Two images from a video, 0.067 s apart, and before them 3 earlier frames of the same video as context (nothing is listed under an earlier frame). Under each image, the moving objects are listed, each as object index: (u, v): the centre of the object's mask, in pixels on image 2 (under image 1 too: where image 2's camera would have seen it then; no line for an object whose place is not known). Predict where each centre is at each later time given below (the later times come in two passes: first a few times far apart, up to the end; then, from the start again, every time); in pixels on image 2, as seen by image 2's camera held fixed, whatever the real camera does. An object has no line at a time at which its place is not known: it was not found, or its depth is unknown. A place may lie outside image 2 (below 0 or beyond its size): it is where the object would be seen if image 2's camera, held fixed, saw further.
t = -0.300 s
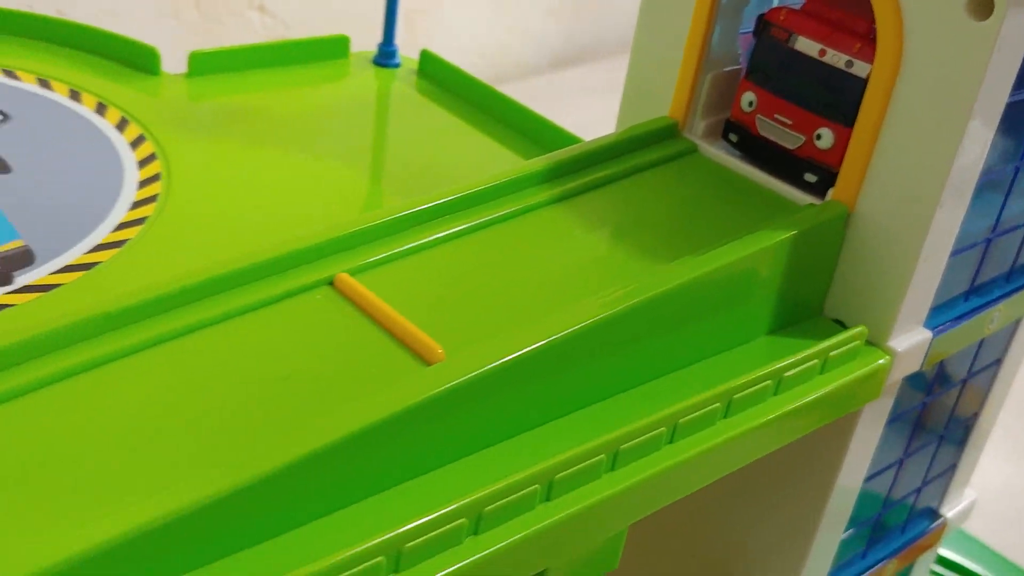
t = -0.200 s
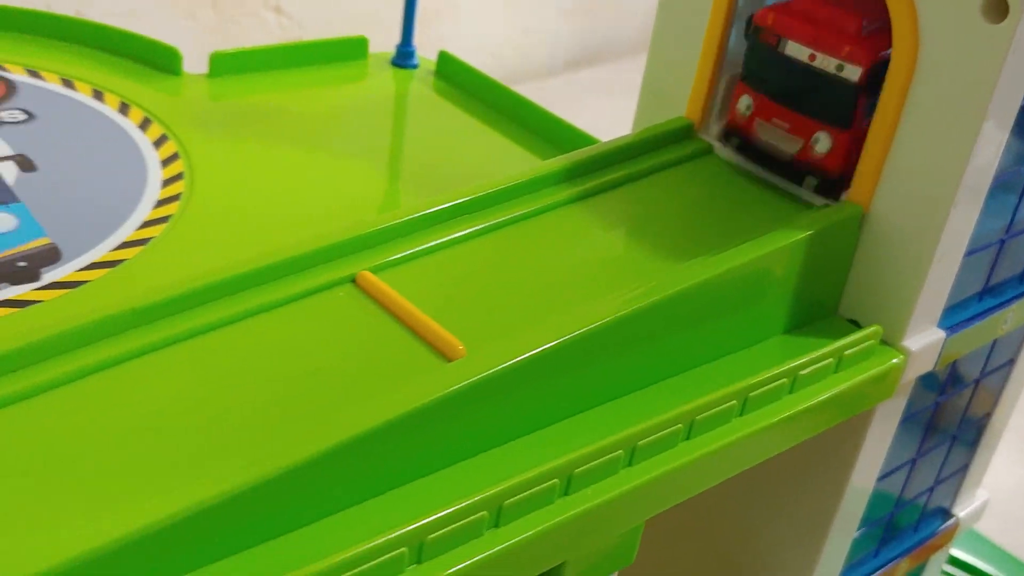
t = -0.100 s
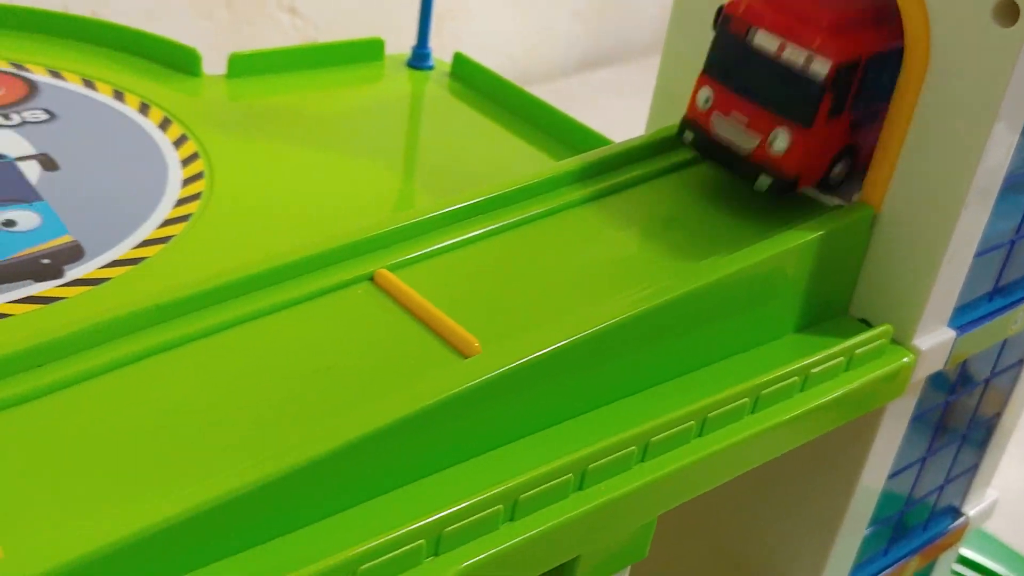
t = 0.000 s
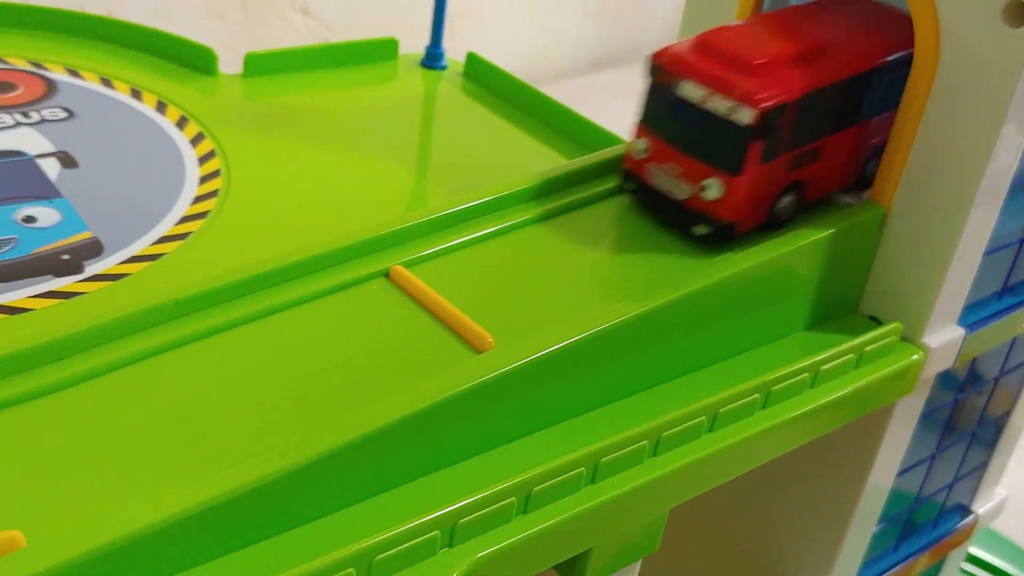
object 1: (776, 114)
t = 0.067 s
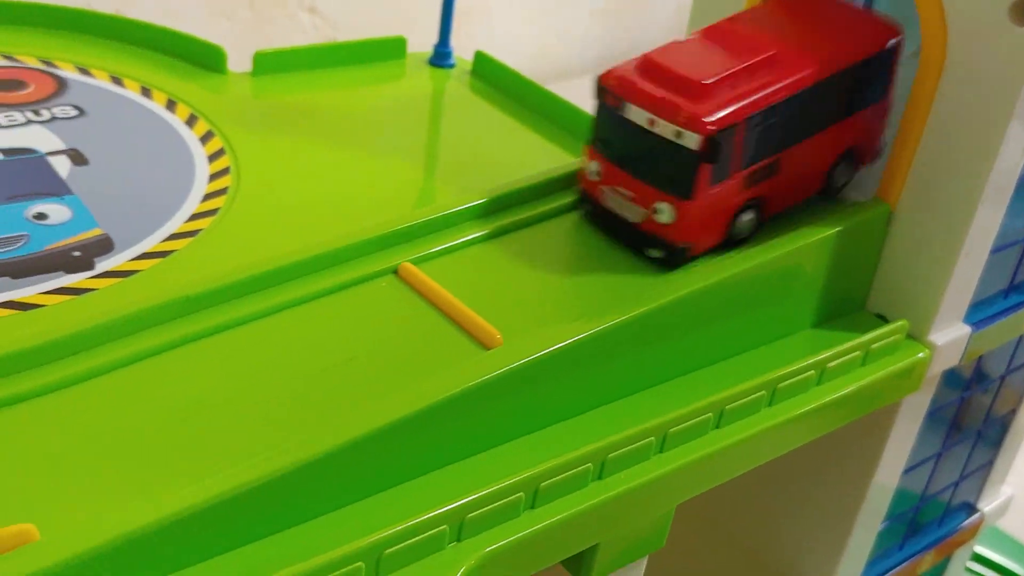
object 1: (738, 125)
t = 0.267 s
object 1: (525, 202)
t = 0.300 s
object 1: (520, 195)
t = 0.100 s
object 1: (712, 137)
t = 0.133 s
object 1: (682, 148)
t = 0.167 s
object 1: (648, 160)
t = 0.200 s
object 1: (611, 173)
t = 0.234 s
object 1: (570, 188)
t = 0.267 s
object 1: (525, 202)
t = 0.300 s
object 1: (520, 195)
